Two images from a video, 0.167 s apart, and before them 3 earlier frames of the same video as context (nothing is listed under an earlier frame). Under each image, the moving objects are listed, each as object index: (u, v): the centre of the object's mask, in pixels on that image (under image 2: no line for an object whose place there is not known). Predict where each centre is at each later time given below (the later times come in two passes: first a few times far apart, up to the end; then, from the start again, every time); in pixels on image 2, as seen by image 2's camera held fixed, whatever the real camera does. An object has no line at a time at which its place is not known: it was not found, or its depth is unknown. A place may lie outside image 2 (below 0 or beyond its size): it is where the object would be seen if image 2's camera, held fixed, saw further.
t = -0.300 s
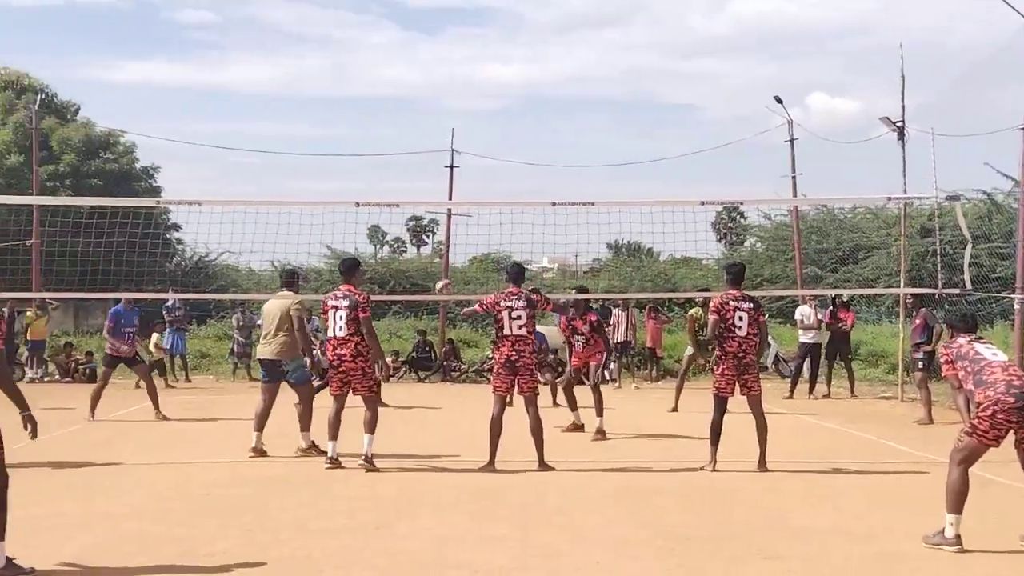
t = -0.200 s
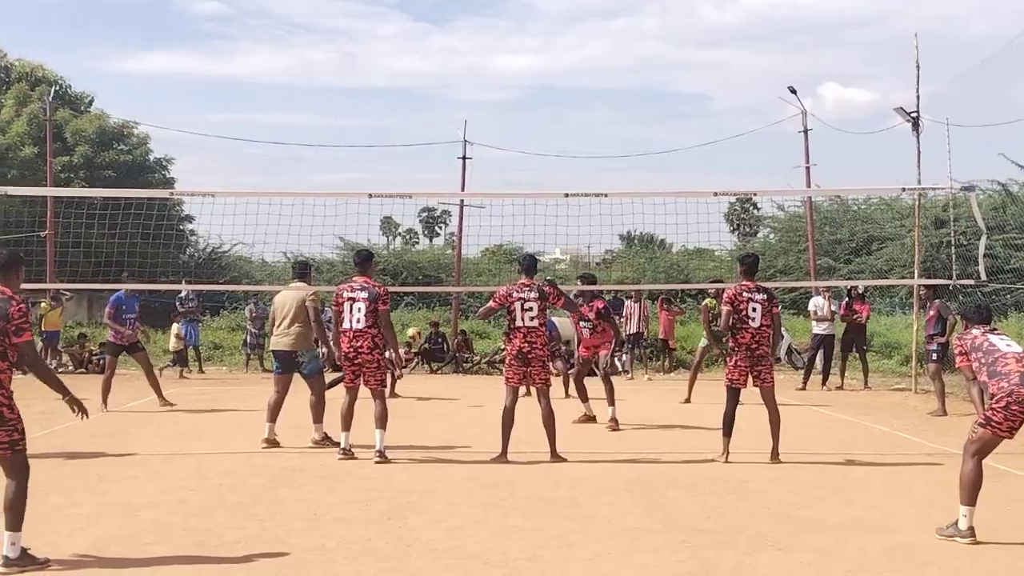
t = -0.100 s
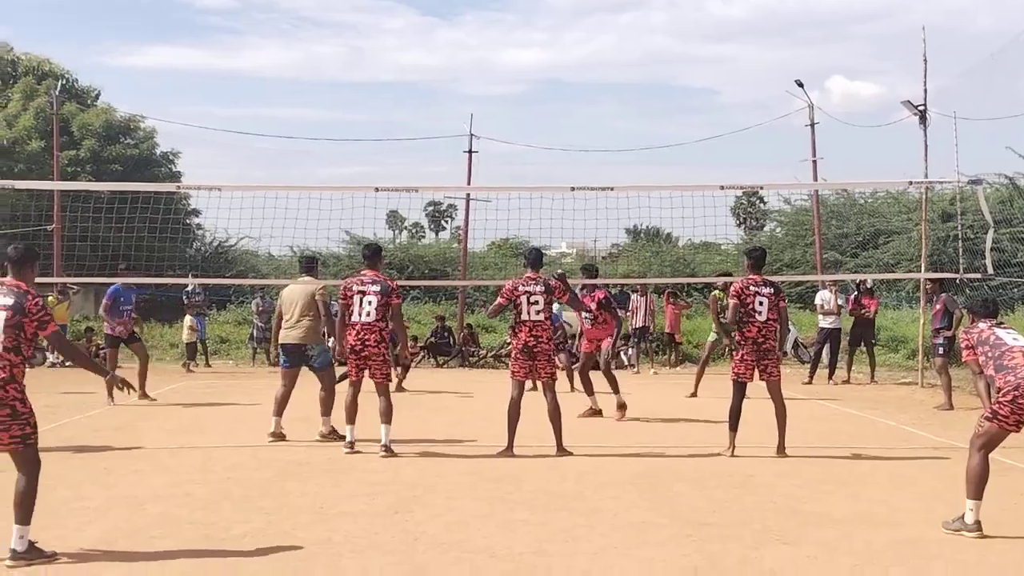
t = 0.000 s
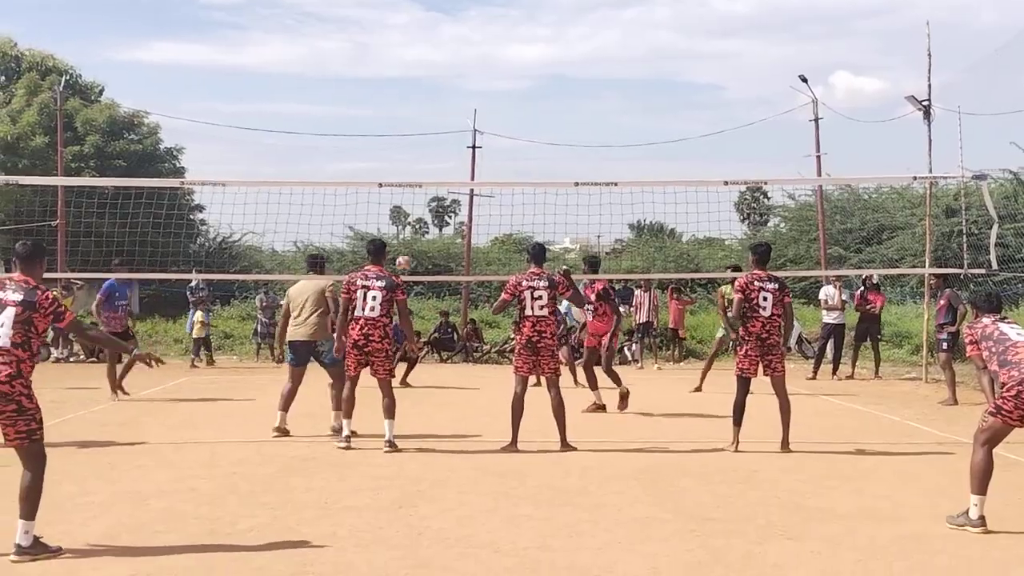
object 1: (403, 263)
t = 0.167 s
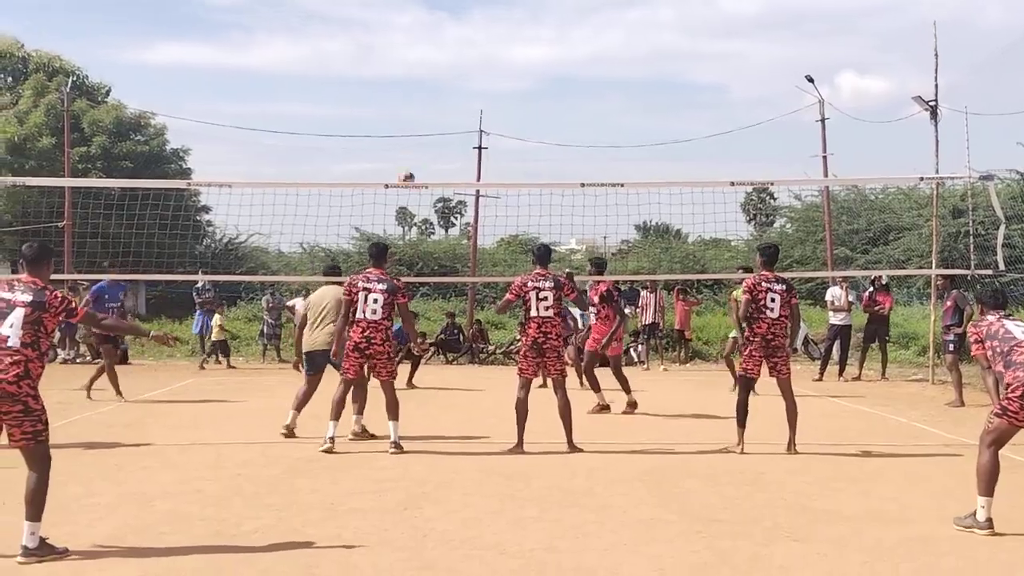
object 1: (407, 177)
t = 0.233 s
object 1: (405, 149)
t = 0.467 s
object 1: (398, 61)
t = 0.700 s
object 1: (391, 9)
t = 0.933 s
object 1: (382, 3)
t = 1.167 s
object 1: (372, 56)
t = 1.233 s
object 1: (369, 82)
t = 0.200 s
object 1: (405, 163)
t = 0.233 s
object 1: (405, 149)
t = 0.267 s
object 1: (404, 134)
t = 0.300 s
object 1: (403, 120)
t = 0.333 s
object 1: (402, 107)
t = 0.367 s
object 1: (401, 94)
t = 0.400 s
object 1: (401, 83)
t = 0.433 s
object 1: (400, 72)
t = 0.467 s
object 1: (398, 61)
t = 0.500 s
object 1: (397, 51)
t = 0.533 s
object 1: (396, 42)
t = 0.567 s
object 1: (395, 34)
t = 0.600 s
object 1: (394, 27)
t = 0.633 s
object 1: (393, 19)
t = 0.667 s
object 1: (392, 14)
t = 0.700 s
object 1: (391, 9)
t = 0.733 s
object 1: (389, 6)
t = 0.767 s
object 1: (388, 3)
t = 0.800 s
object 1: (387, 0)
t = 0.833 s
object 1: (386, 0)
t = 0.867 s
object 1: (385, 0)
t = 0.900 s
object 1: (383, 1)
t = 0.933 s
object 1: (382, 3)
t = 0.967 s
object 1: (381, 7)
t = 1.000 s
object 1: (379, 12)
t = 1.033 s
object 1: (378, 18)
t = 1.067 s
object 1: (376, 25)
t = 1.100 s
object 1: (375, 34)
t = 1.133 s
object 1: (373, 44)
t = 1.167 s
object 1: (372, 56)
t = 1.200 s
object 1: (371, 68)
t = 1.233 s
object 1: (369, 82)
